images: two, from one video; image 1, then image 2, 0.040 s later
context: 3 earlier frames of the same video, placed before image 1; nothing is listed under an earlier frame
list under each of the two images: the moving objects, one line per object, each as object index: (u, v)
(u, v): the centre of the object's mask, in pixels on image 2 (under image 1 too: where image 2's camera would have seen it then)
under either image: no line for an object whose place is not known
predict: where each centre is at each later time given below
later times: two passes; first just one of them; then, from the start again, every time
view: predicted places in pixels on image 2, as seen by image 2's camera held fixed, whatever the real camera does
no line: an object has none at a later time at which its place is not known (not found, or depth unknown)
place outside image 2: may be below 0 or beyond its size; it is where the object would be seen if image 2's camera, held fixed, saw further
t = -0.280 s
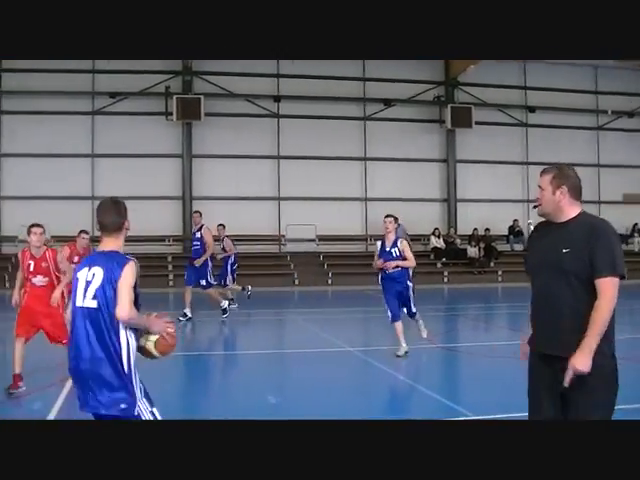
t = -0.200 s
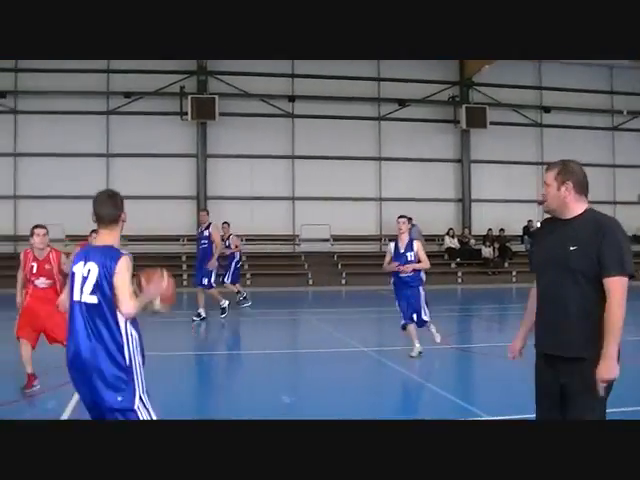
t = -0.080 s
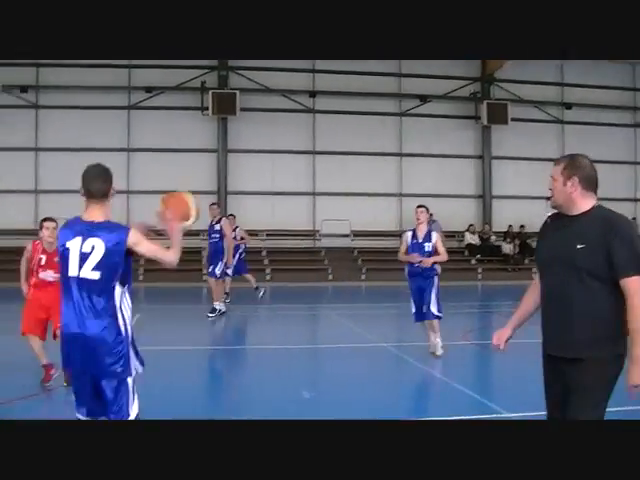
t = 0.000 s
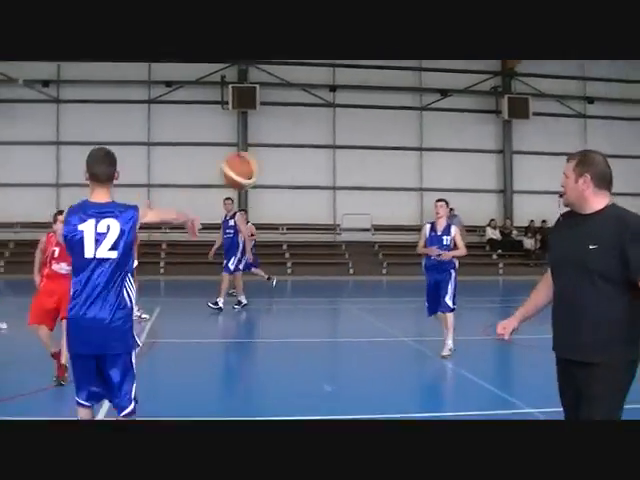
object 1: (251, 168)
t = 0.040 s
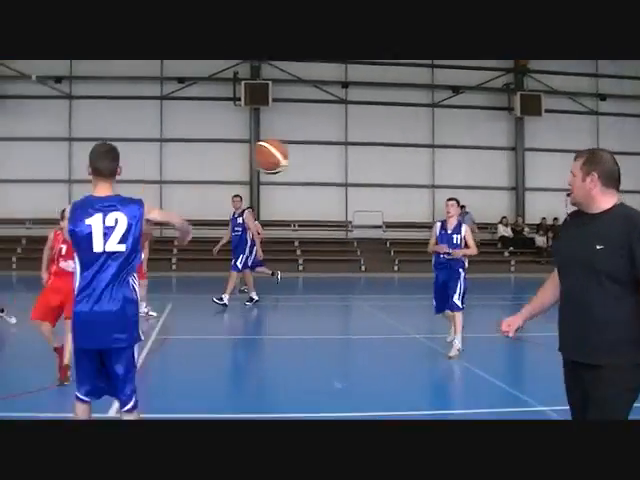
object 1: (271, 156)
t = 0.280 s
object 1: (354, 140)
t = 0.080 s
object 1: (287, 147)
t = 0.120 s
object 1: (303, 142)
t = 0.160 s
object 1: (317, 138)
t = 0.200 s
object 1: (331, 138)
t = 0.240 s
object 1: (342, 138)
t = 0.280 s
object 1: (354, 140)
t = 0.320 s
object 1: (365, 145)
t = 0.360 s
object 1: (376, 149)
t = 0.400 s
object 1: (385, 156)
